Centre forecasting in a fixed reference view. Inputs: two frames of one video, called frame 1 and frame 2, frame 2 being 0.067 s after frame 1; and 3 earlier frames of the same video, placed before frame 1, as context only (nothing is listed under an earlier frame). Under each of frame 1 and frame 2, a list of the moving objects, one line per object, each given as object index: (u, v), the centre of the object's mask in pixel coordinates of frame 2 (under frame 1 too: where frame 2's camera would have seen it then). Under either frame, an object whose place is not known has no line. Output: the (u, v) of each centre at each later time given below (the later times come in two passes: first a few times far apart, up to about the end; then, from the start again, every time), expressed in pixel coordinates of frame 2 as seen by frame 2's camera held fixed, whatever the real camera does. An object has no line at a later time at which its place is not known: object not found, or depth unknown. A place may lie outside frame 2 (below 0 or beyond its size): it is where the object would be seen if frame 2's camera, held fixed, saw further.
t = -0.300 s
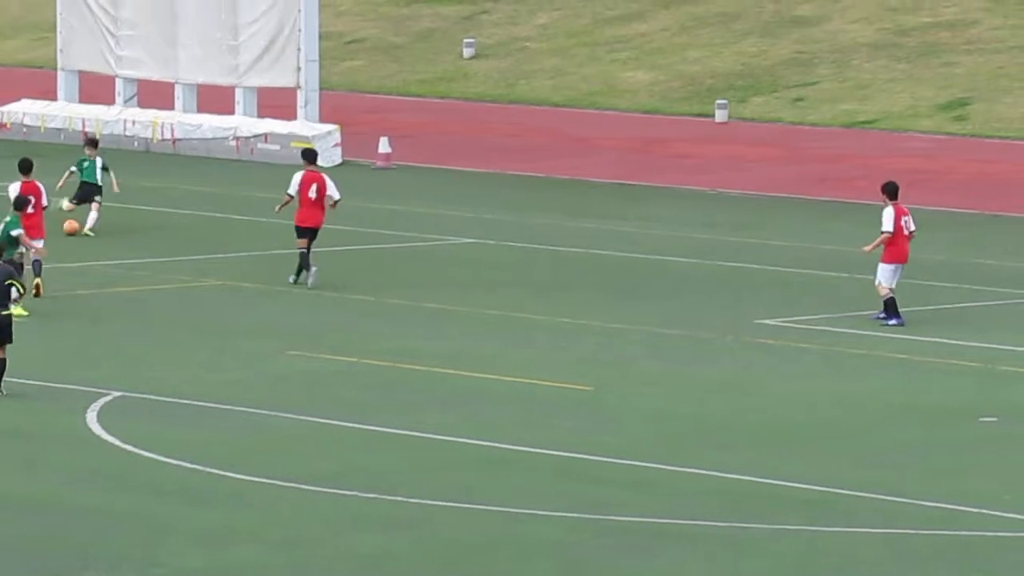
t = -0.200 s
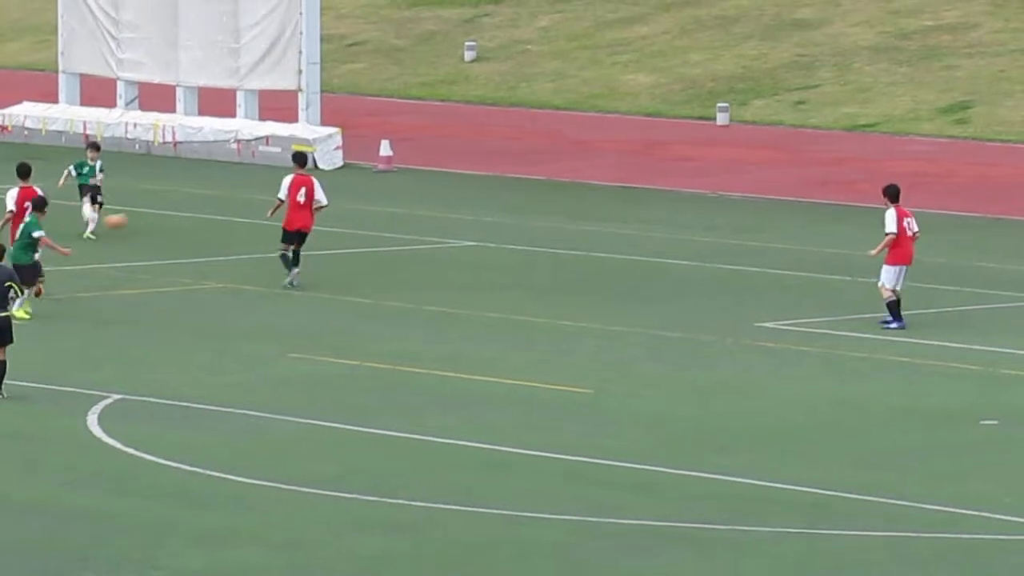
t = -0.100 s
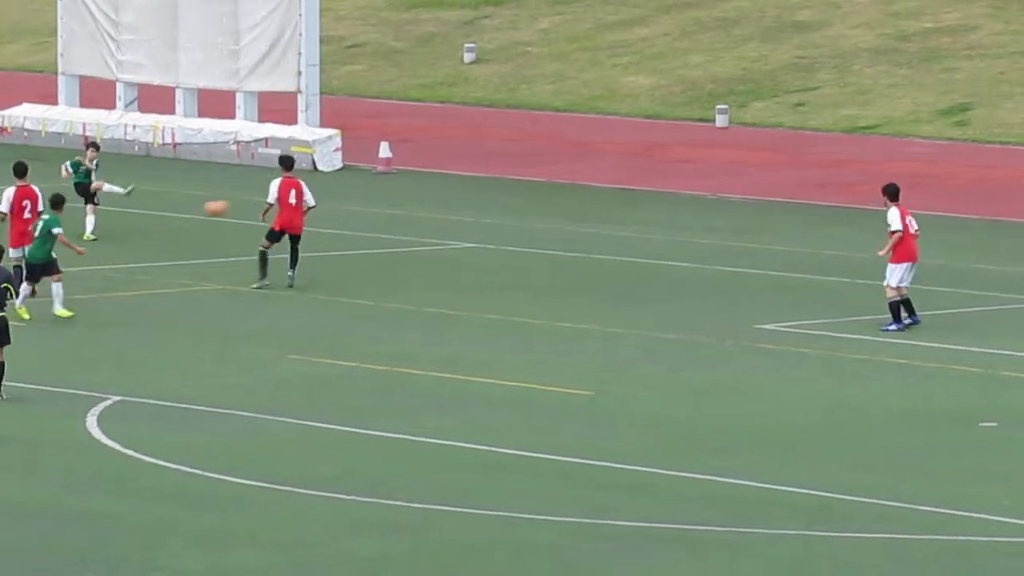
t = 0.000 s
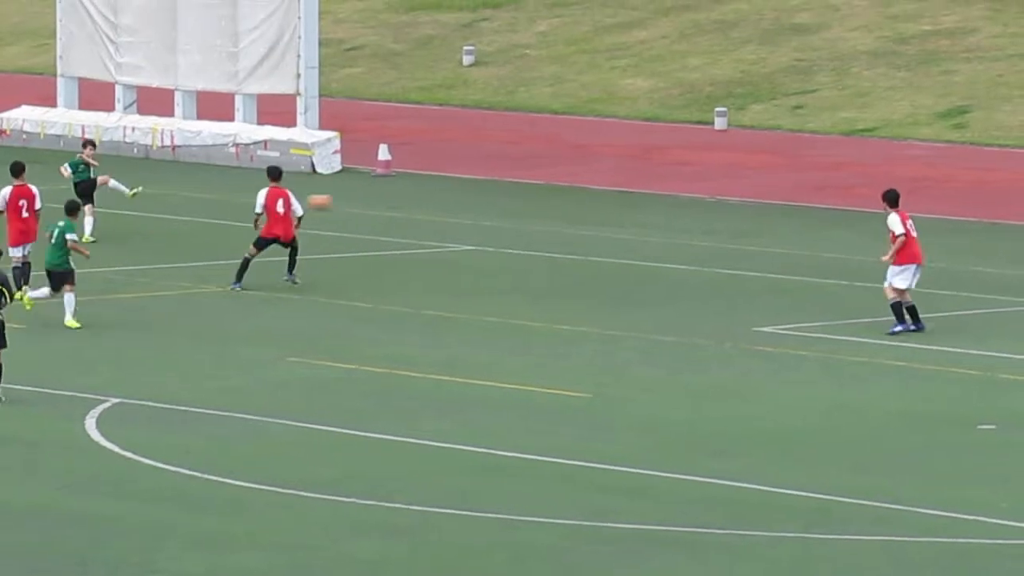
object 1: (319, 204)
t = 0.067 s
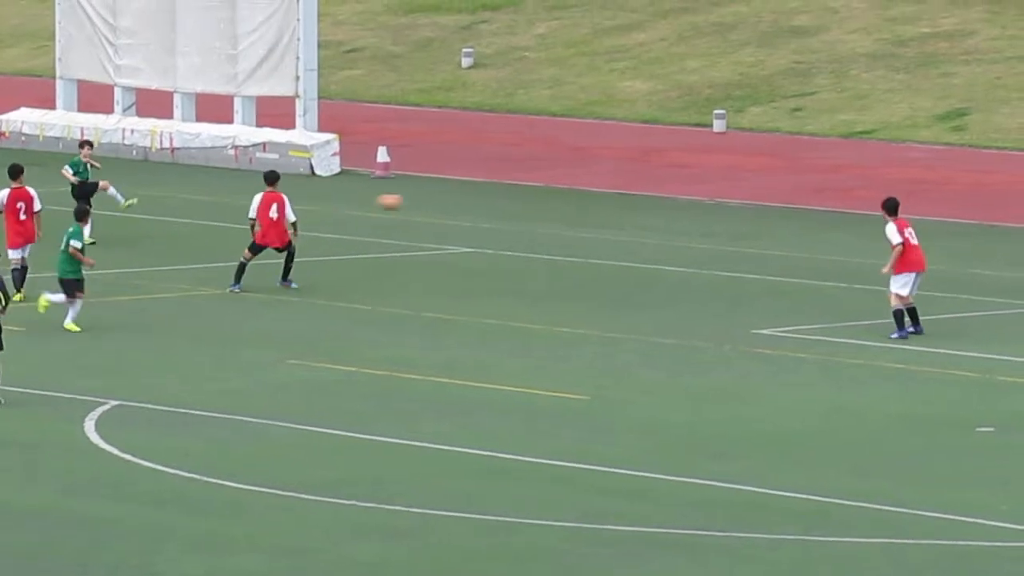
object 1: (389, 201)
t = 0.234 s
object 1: (574, 209)
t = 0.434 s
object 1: (801, 245)
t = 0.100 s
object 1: (427, 202)
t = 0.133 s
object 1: (463, 202)
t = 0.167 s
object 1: (499, 204)
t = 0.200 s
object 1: (536, 206)
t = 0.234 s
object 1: (574, 209)
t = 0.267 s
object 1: (611, 213)
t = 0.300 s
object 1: (648, 218)
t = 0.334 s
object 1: (686, 223)
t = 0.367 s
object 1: (725, 229)
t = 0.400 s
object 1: (763, 237)
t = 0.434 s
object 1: (801, 245)
